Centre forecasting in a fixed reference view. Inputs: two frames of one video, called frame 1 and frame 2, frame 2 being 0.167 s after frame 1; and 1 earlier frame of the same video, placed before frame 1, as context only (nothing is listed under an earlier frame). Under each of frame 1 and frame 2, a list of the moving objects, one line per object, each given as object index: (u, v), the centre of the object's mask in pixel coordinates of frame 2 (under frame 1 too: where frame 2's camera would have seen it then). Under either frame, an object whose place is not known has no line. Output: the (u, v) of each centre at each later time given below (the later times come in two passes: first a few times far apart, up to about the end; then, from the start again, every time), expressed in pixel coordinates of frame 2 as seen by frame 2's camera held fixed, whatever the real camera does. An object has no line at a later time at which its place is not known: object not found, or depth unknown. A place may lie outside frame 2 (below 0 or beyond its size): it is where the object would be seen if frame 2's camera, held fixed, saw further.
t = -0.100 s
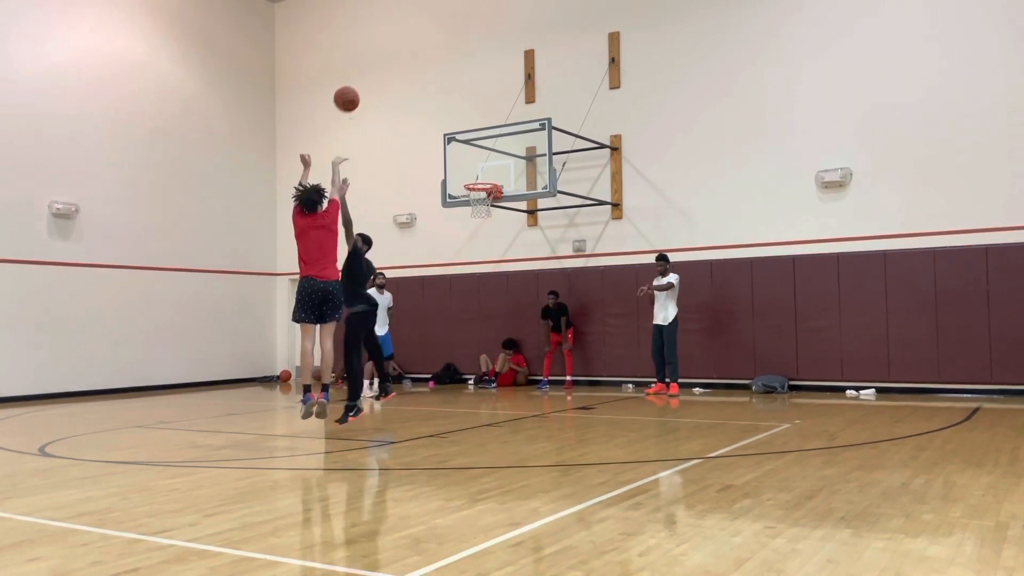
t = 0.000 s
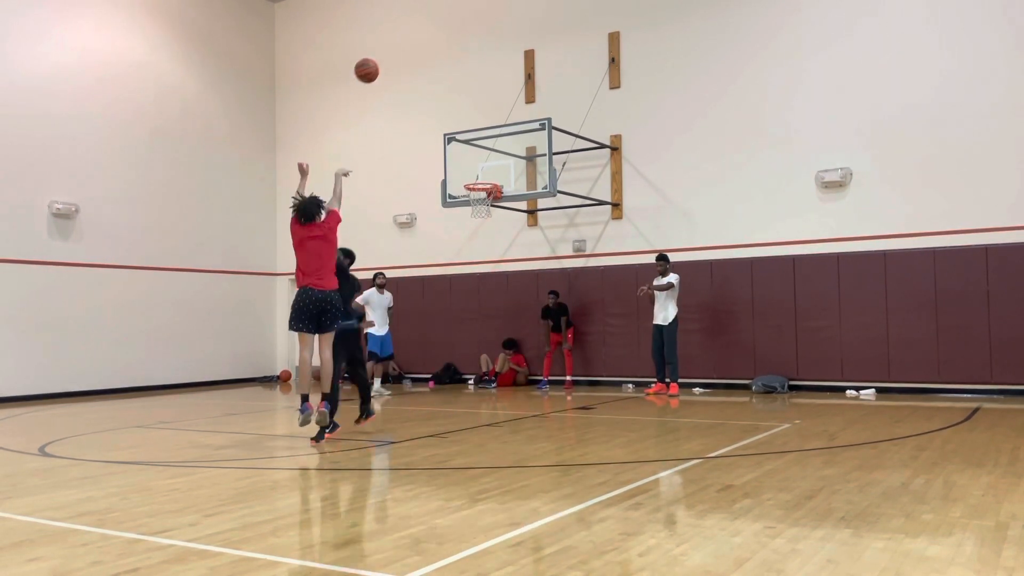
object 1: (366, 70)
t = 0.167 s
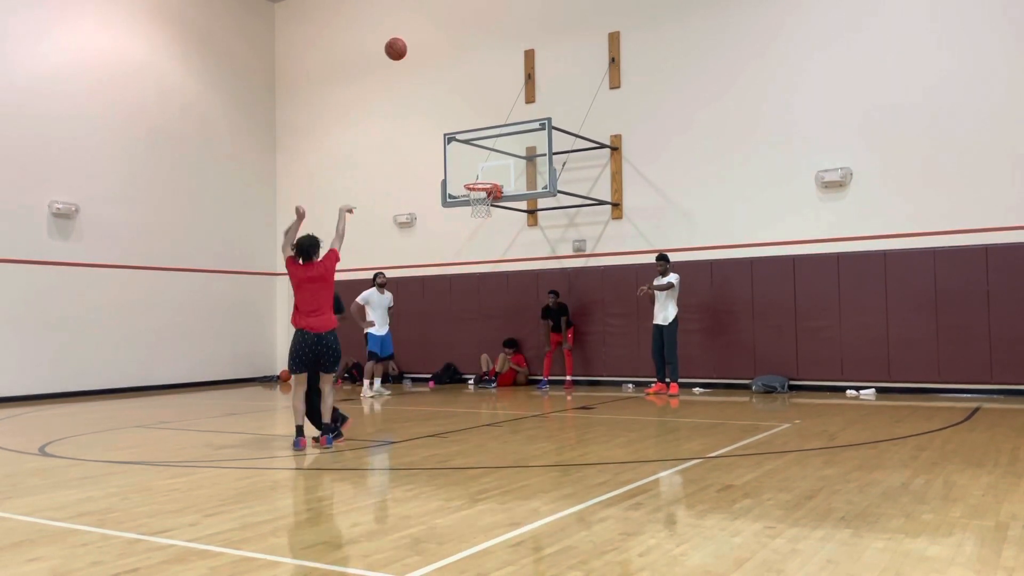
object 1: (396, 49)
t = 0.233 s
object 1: (406, 48)
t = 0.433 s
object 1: (434, 66)
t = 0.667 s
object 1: (461, 120)
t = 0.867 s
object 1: (480, 186)
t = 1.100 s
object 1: (485, 265)
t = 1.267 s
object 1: (487, 346)
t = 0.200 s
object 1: (401, 48)
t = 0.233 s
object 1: (406, 48)
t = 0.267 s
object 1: (411, 49)
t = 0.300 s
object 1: (416, 51)
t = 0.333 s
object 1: (420, 54)
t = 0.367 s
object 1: (425, 57)
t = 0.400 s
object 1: (429, 61)
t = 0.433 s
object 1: (434, 66)
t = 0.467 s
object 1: (438, 72)
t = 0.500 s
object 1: (442, 78)
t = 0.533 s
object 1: (446, 86)
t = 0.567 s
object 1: (450, 93)
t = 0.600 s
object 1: (453, 101)
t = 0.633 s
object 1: (457, 110)
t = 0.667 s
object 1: (461, 120)
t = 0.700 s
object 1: (464, 129)
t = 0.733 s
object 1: (468, 140)
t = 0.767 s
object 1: (471, 151)
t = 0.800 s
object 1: (474, 162)
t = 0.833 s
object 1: (477, 174)
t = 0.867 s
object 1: (480, 186)
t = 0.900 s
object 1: (481, 195)
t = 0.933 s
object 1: (483, 206)
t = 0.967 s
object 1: (483, 218)
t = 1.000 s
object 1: (484, 228)
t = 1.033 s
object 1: (484, 239)
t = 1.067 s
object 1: (484, 252)
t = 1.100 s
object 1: (485, 265)
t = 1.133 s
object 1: (486, 280)
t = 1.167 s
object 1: (485, 294)
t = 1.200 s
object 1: (486, 311)
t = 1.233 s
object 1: (486, 328)
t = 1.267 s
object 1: (487, 346)
